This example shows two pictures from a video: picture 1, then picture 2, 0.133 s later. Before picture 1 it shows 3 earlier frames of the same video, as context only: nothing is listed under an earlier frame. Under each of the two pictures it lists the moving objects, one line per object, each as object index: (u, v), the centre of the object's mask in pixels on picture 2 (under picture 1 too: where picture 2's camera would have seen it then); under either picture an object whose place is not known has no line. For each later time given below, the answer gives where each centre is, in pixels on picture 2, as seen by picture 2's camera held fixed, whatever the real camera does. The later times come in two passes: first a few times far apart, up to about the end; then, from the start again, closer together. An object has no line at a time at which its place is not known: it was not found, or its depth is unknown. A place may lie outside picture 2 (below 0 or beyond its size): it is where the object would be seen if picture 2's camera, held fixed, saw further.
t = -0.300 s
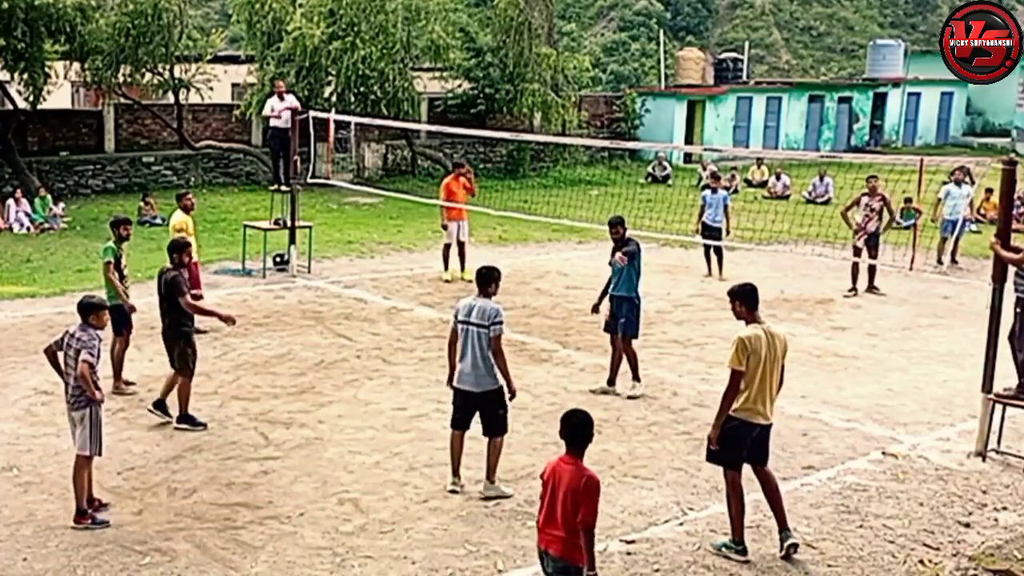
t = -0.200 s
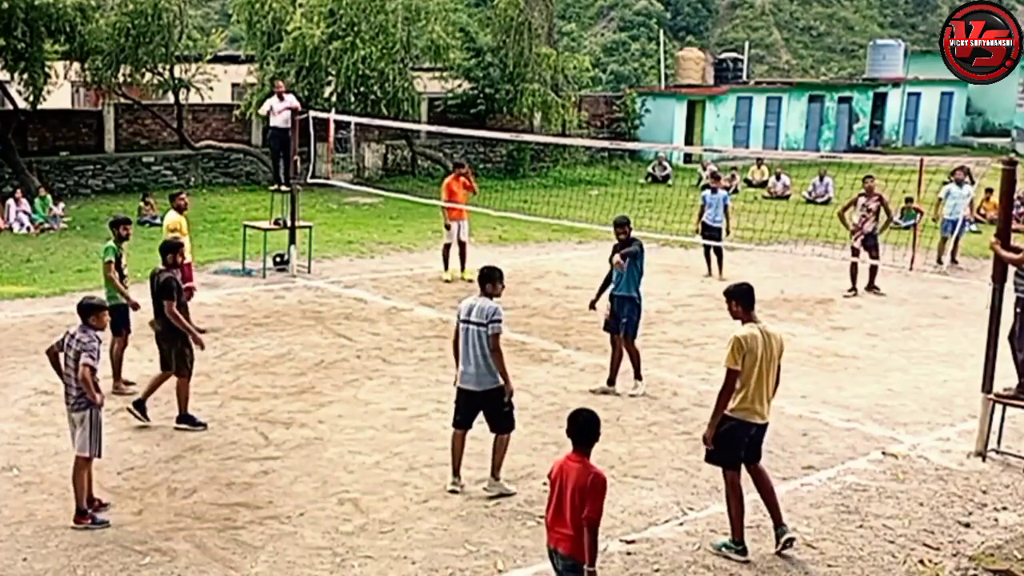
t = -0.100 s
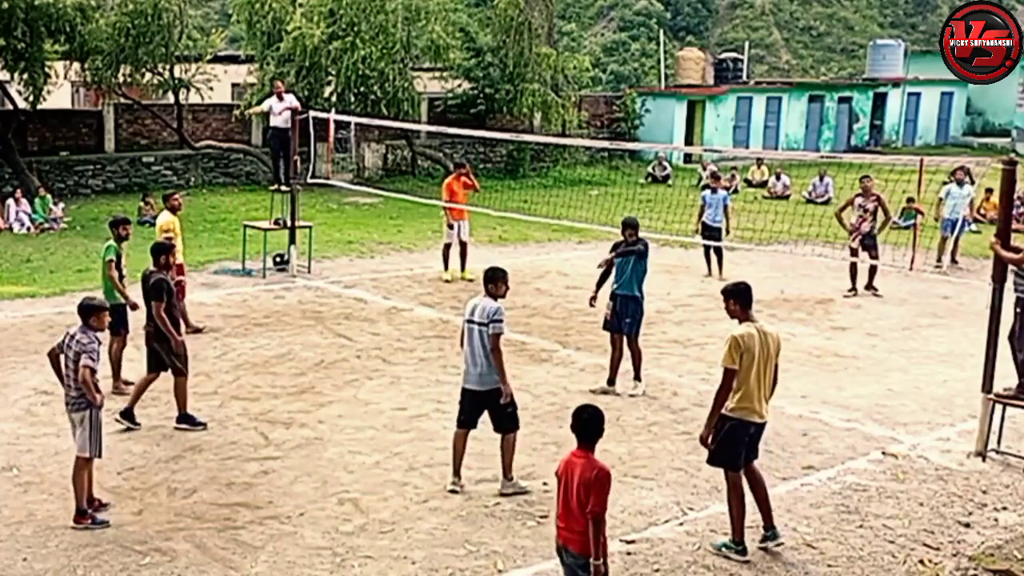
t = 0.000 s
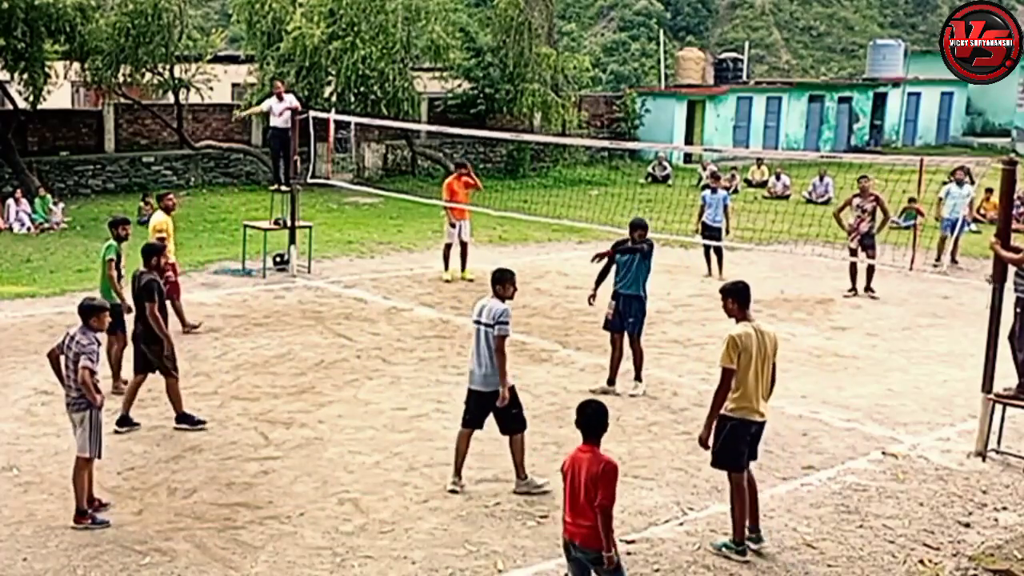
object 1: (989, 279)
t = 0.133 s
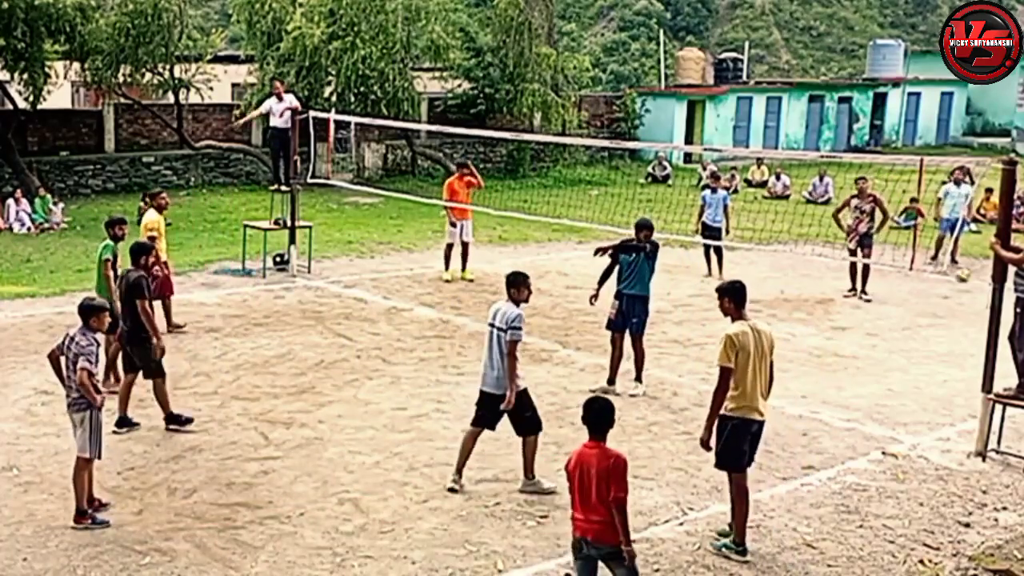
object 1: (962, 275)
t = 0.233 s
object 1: (940, 274)
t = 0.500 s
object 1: (880, 278)
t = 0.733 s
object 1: (828, 272)
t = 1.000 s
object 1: (769, 283)
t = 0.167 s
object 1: (954, 275)
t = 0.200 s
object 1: (948, 274)
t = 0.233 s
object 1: (940, 274)
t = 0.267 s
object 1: (932, 276)
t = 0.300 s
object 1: (924, 276)
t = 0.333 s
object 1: (916, 278)
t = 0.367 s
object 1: (909, 281)
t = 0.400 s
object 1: (901, 284)
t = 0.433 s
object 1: (893, 286)
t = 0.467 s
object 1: (886, 281)
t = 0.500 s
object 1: (880, 278)
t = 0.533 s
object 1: (872, 275)
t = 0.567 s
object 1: (867, 273)
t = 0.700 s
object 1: (833, 271)
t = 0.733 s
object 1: (828, 272)
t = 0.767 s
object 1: (821, 275)
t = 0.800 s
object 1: (813, 277)
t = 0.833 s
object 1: (806, 281)
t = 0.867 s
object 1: (798, 288)
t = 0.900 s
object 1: (791, 291)
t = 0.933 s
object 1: (784, 287)
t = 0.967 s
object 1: (776, 284)
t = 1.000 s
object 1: (769, 283)
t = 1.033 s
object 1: (762, 281)
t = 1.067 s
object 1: (754, 281)
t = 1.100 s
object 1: (747, 281)
